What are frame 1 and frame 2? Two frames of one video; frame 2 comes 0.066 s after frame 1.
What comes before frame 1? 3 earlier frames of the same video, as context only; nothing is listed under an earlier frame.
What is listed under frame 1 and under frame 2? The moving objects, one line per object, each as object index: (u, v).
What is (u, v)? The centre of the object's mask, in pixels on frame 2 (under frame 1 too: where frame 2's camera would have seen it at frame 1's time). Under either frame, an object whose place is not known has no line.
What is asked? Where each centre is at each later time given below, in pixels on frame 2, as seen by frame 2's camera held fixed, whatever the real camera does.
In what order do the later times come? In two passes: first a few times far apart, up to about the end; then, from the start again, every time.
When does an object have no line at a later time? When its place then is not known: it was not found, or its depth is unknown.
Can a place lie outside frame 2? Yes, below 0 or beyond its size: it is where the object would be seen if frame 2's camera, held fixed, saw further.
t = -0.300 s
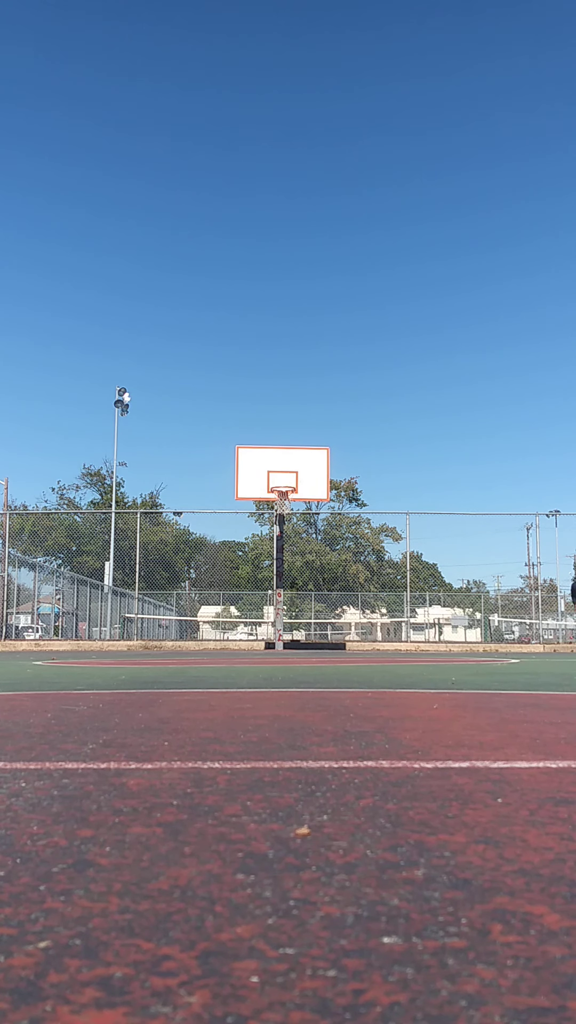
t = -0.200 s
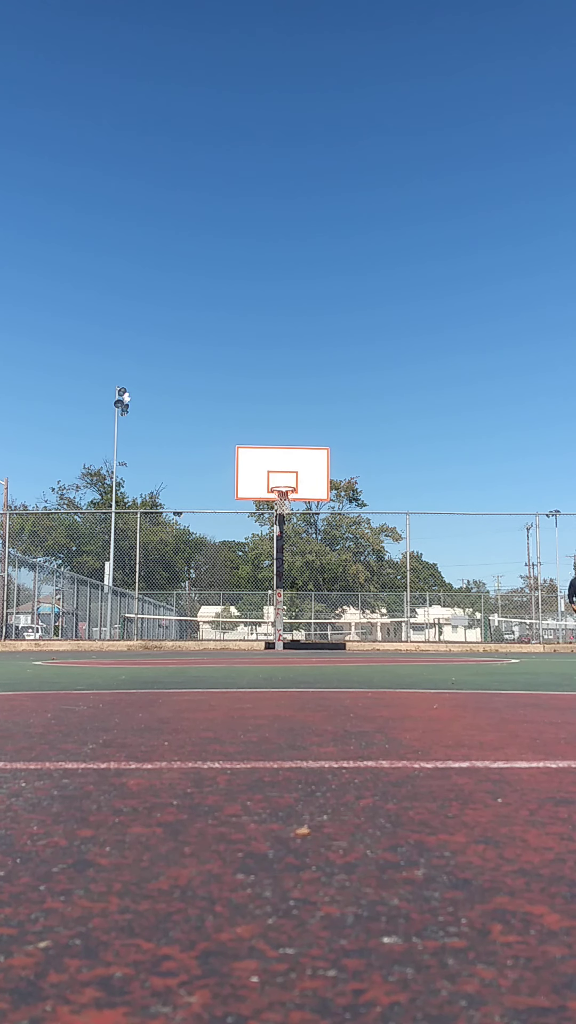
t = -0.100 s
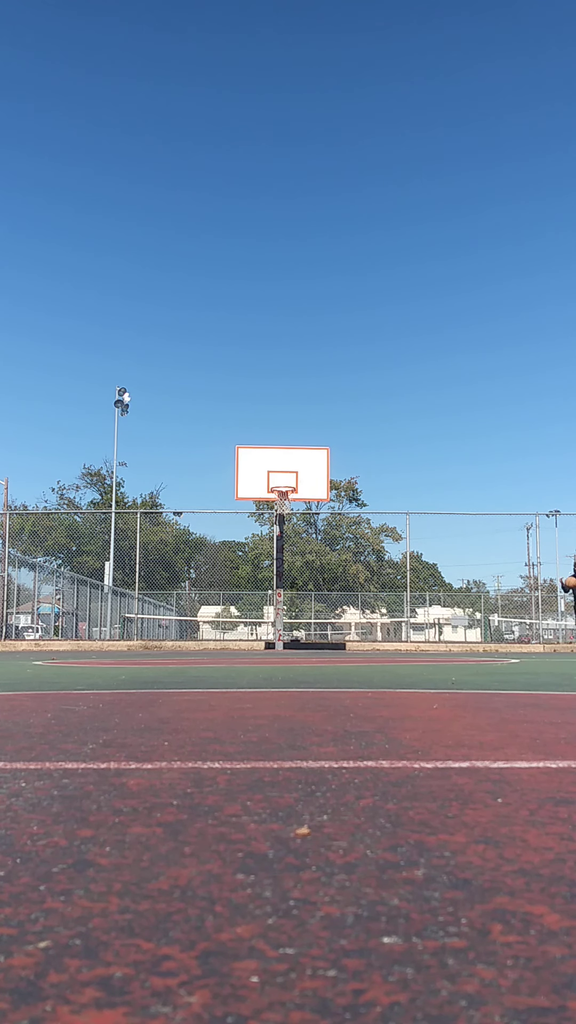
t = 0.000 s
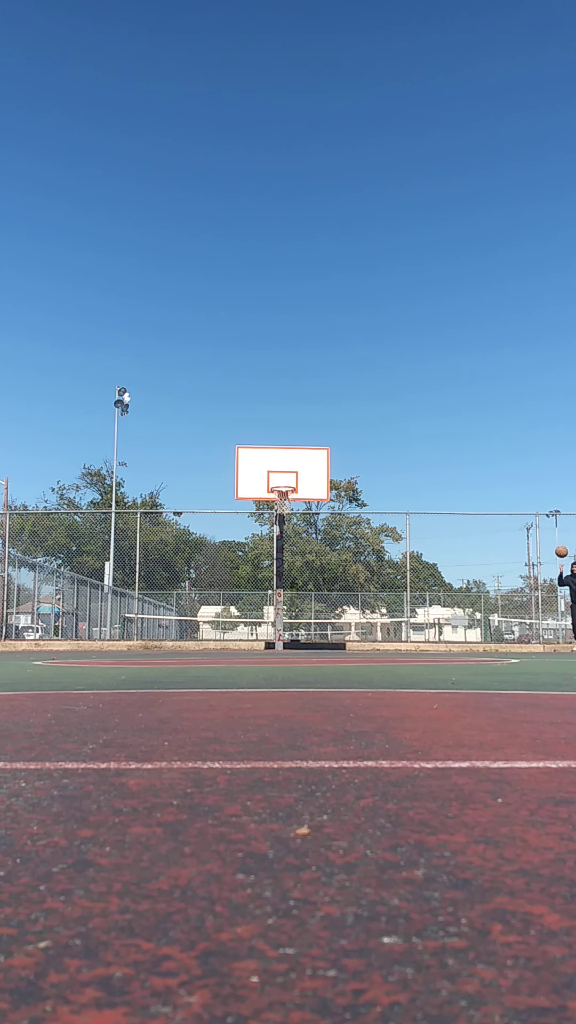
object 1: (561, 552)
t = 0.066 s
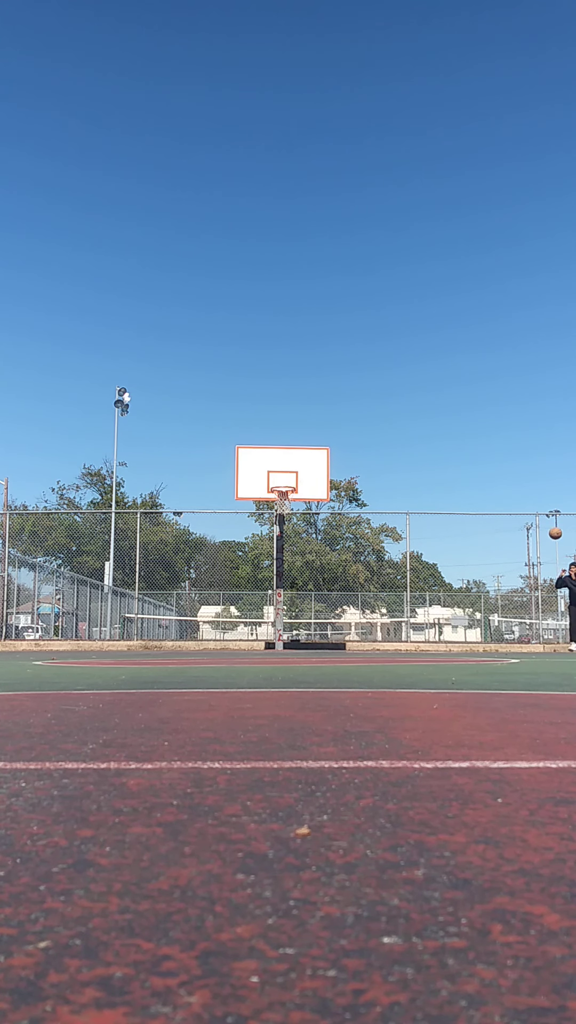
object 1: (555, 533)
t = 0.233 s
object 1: (540, 496)
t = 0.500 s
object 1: (516, 462)
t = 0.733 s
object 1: (494, 461)
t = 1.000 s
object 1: (468, 498)
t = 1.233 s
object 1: (443, 568)
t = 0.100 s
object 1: (552, 525)
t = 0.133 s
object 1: (549, 517)
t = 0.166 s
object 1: (546, 509)
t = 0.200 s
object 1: (543, 502)
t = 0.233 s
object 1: (540, 496)
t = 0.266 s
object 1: (537, 489)
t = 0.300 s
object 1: (534, 484)
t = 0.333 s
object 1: (531, 479)
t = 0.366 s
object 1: (528, 475)
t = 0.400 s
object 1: (525, 470)
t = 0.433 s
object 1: (522, 467)
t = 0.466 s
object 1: (519, 464)
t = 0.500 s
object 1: (516, 462)
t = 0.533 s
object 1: (513, 460)
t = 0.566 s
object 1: (510, 459)
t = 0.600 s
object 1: (507, 458)
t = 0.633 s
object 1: (504, 458)
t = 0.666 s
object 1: (500, 459)
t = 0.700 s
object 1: (497, 460)
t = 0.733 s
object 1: (494, 461)
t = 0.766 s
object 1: (491, 464)
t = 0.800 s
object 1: (488, 467)
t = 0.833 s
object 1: (485, 470)
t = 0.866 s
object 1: (481, 474)
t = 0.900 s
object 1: (478, 479)
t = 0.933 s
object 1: (475, 485)
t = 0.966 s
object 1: (471, 491)
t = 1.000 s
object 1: (468, 498)
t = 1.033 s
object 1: (464, 506)
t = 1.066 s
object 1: (461, 514)
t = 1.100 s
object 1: (457, 524)
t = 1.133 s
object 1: (454, 533)
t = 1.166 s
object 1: (450, 544)
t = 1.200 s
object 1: (446, 556)
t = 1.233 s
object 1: (443, 568)
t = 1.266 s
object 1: (438, 581)
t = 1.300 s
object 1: (435, 595)
